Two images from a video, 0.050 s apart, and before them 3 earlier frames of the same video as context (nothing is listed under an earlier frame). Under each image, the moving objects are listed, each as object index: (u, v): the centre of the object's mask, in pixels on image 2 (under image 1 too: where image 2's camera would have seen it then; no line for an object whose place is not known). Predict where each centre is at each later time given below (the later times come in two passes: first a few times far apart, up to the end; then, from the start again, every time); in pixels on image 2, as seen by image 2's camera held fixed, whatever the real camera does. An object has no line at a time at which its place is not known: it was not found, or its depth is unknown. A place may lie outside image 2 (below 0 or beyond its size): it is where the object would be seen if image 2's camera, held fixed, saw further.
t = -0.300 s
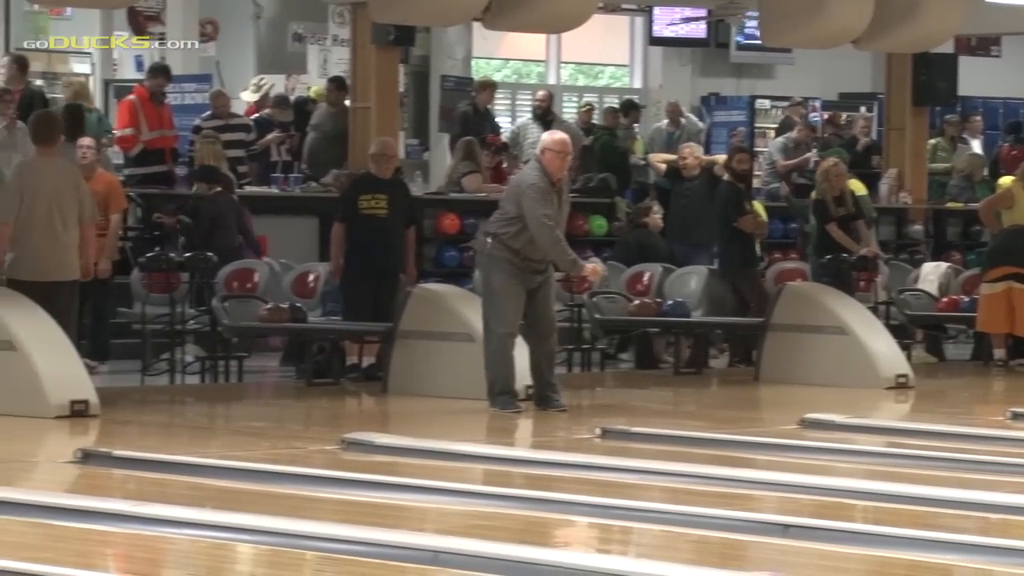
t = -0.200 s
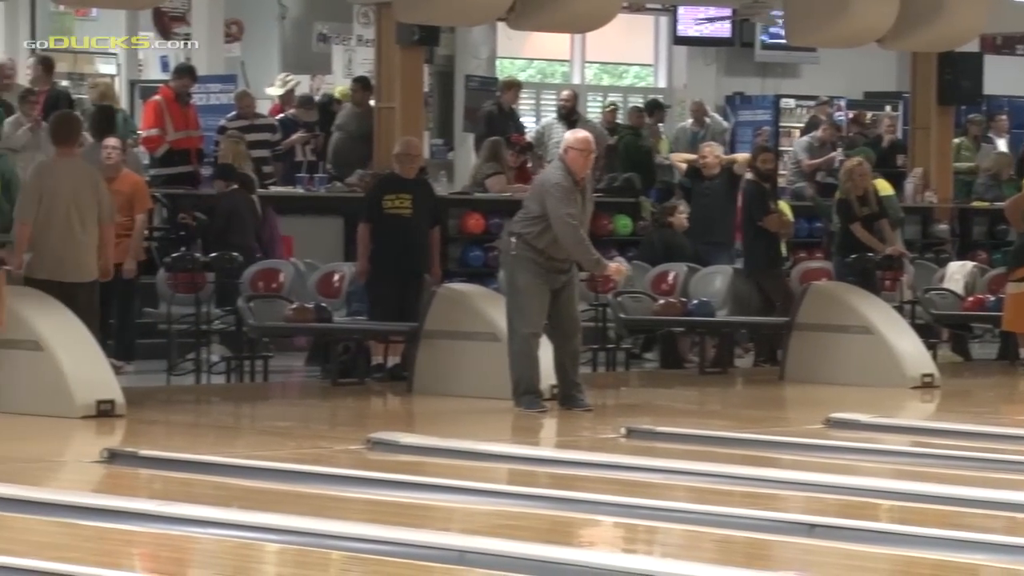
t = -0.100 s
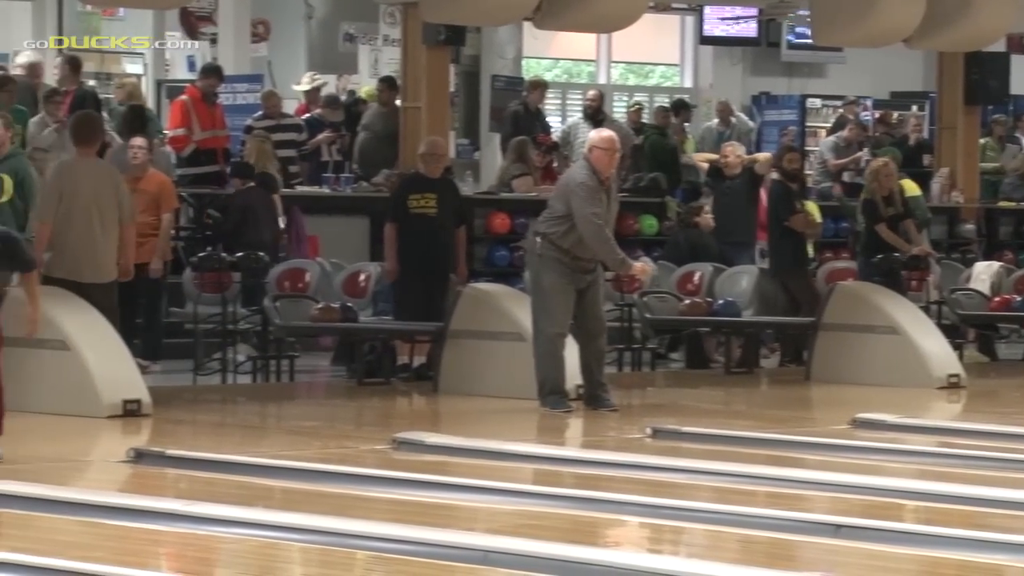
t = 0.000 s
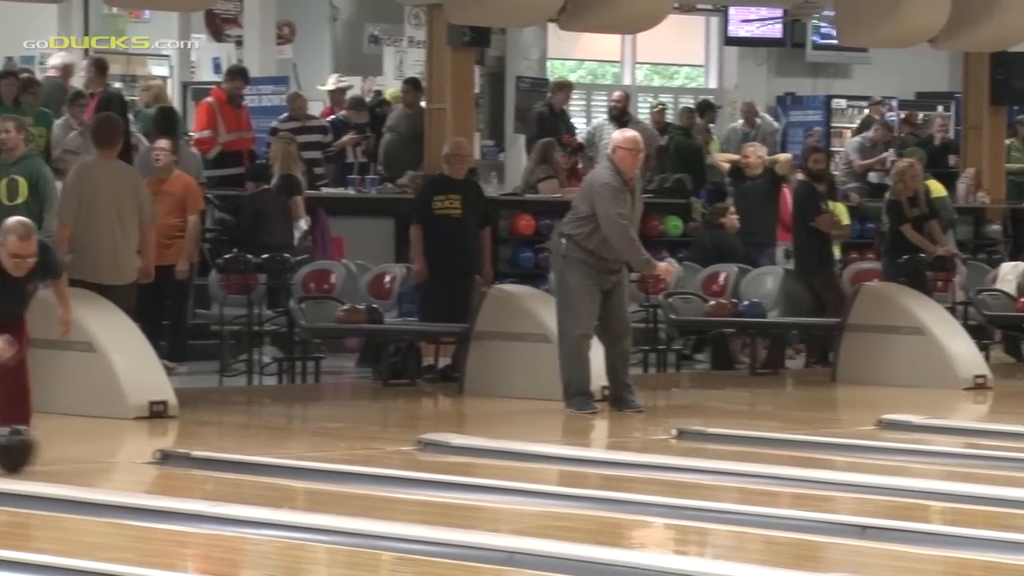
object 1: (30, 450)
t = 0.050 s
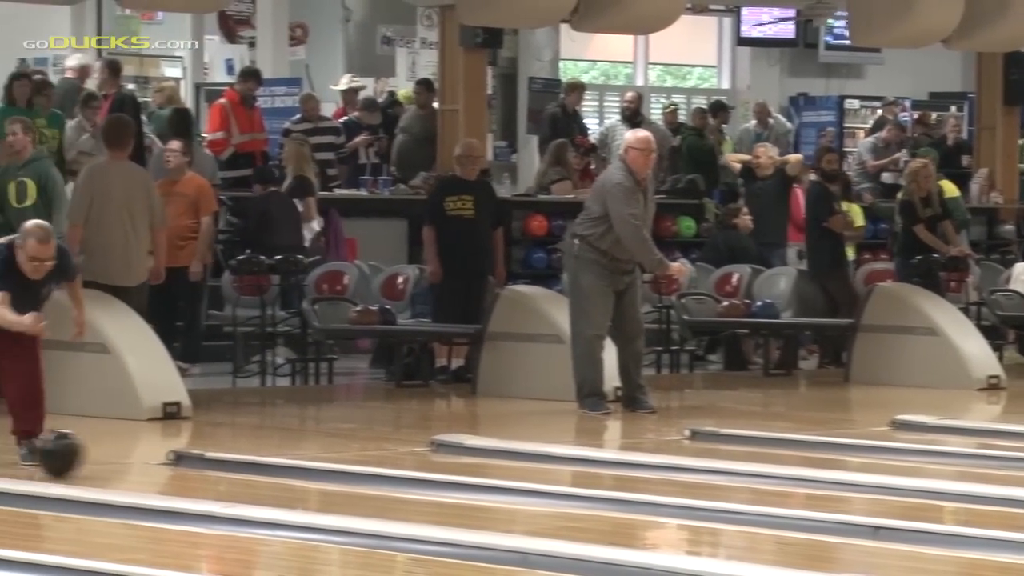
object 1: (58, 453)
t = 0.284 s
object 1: (219, 469)
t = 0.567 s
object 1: (435, 487)
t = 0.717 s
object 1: (561, 498)
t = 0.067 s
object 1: (69, 454)
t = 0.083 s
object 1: (80, 455)
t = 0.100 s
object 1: (90, 456)
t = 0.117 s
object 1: (102, 457)
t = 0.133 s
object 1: (113, 459)
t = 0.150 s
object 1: (125, 460)
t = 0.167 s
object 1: (136, 460)
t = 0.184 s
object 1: (147, 461)
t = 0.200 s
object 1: (159, 463)
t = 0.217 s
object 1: (172, 464)
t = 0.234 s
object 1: (183, 466)
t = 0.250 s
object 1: (193, 466)
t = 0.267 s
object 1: (207, 468)
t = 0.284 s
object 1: (219, 469)
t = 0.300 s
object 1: (231, 470)
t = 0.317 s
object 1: (243, 471)
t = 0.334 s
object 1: (255, 473)
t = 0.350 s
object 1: (267, 473)
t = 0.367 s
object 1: (280, 474)
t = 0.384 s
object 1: (292, 475)
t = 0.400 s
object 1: (304, 476)
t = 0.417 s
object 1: (317, 477)
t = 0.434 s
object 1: (330, 479)
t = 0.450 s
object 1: (343, 480)
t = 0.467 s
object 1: (356, 481)
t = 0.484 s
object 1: (369, 482)
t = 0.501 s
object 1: (382, 483)
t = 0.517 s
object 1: (394, 484)
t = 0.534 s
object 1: (408, 485)
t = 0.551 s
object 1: (421, 486)
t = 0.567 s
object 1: (435, 487)
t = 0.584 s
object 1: (448, 488)
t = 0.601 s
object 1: (462, 489)
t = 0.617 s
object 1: (476, 490)
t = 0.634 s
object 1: (489, 491)
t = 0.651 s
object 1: (503, 492)
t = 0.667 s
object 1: (518, 494)
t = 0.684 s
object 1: (531, 495)
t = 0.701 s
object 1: (546, 497)
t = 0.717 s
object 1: (561, 498)
